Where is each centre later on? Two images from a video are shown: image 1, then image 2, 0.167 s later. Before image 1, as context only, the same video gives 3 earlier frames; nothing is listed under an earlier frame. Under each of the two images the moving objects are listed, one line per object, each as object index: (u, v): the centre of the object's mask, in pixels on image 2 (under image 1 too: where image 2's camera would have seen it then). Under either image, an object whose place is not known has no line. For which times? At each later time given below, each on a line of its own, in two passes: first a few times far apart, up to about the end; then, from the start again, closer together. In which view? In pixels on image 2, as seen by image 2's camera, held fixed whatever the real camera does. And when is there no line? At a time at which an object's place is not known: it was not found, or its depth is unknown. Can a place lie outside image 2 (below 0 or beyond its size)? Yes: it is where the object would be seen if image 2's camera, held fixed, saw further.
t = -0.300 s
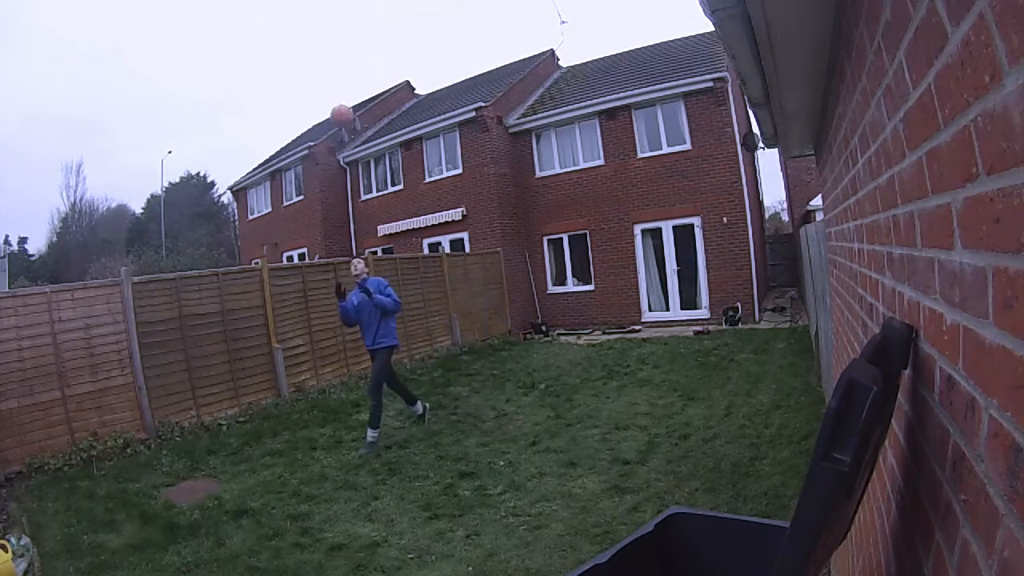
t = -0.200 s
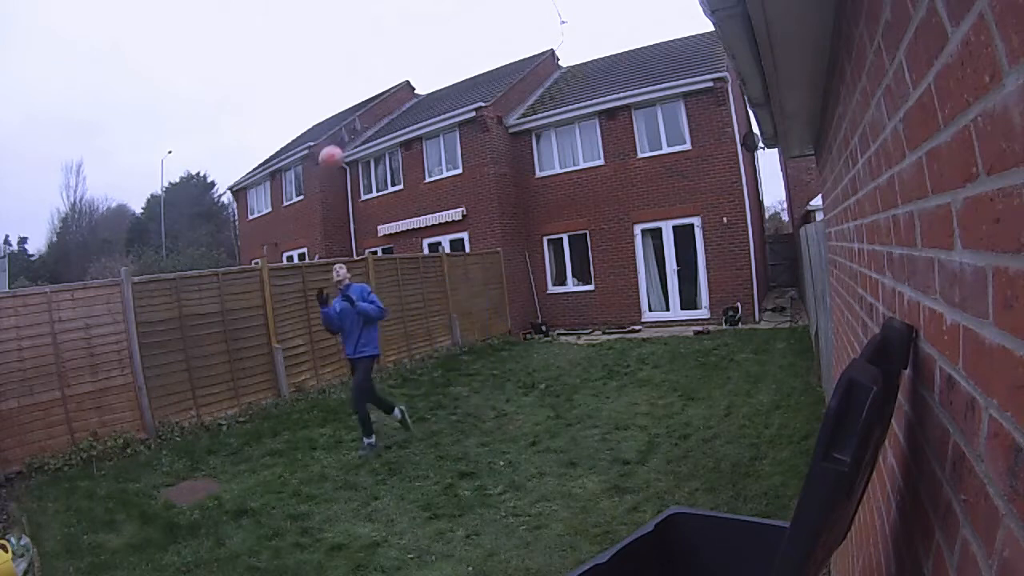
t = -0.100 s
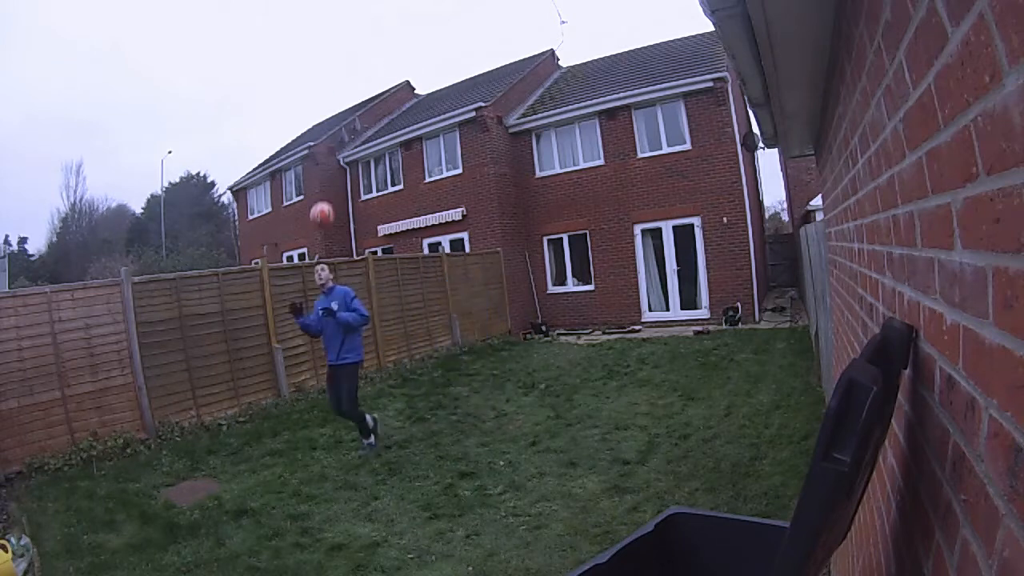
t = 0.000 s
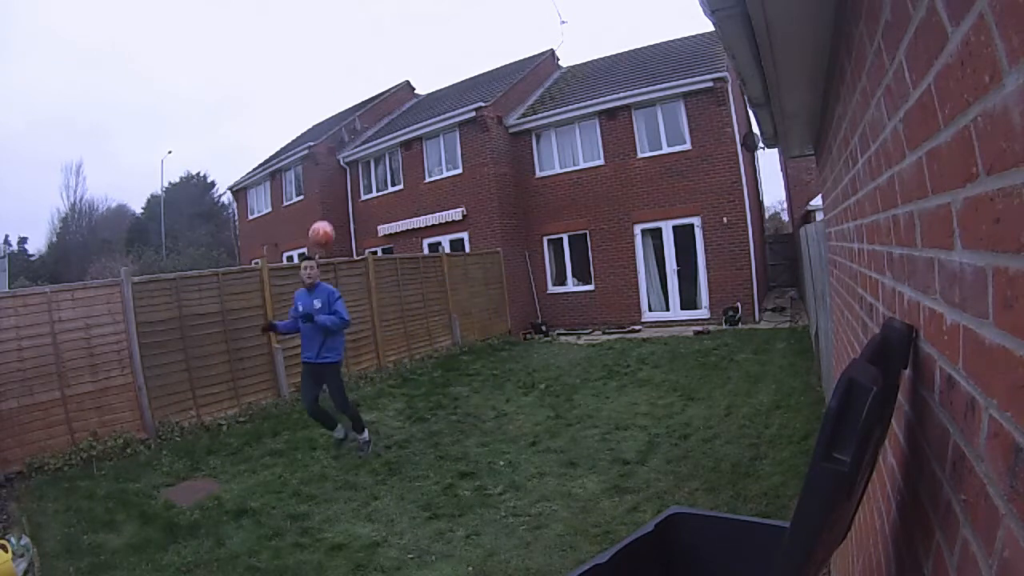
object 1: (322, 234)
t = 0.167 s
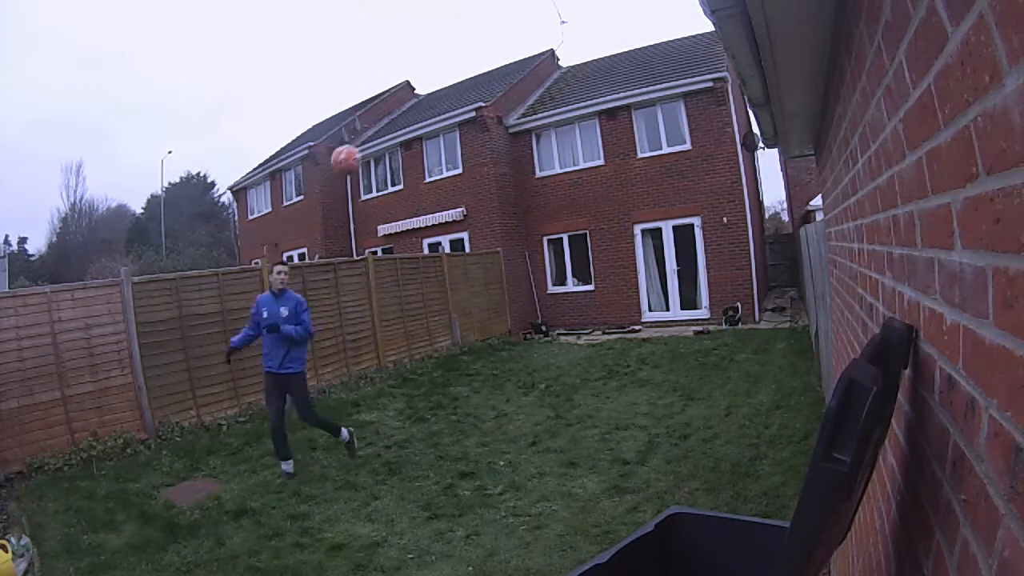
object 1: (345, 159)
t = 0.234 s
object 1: (359, 133)
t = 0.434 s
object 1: (423, 77)
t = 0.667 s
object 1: (579, 95)
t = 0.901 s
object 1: (787, 401)
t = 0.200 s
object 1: (352, 146)
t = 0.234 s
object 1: (359, 133)
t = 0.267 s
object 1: (366, 121)
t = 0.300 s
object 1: (376, 110)
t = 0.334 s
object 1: (386, 100)
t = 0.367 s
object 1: (397, 91)
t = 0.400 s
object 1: (409, 83)
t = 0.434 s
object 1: (423, 77)
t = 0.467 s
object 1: (438, 72)
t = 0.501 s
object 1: (455, 69)
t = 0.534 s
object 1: (474, 68)
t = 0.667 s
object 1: (579, 95)
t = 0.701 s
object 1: (617, 115)
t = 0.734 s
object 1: (663, 143)
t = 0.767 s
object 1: (713, 181)
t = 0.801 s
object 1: (772, 235)
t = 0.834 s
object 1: (835, 302)
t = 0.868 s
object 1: (823, 351)
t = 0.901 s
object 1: (787, 401)
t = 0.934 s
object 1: (747, 453)
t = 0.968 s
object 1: (706, 505)
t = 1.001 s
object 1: (675, 544)
